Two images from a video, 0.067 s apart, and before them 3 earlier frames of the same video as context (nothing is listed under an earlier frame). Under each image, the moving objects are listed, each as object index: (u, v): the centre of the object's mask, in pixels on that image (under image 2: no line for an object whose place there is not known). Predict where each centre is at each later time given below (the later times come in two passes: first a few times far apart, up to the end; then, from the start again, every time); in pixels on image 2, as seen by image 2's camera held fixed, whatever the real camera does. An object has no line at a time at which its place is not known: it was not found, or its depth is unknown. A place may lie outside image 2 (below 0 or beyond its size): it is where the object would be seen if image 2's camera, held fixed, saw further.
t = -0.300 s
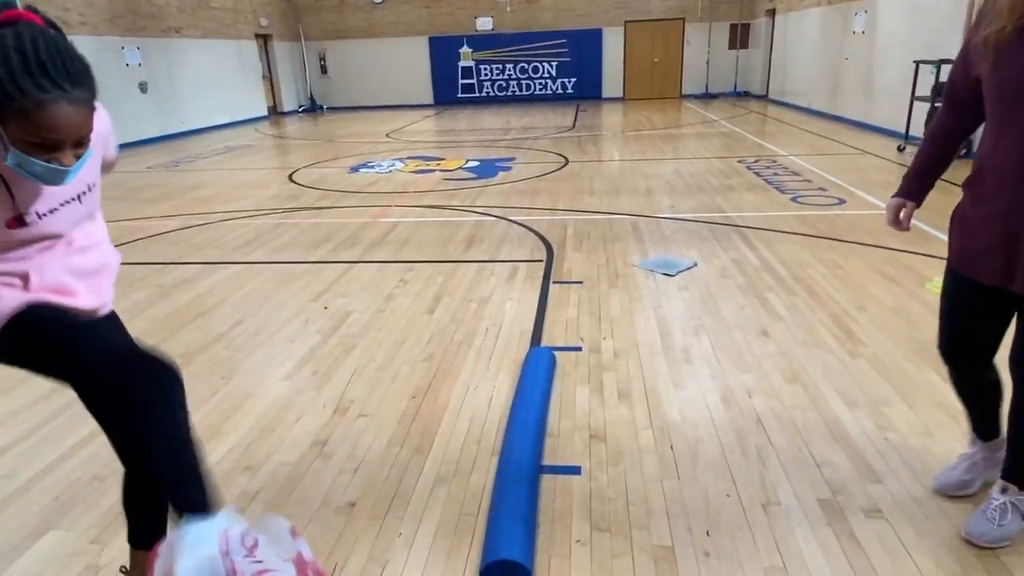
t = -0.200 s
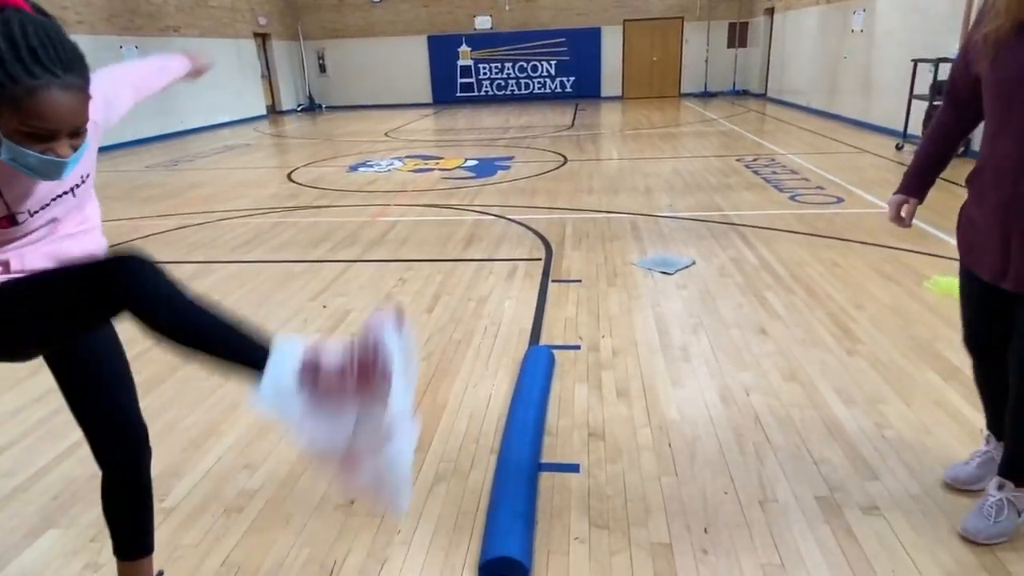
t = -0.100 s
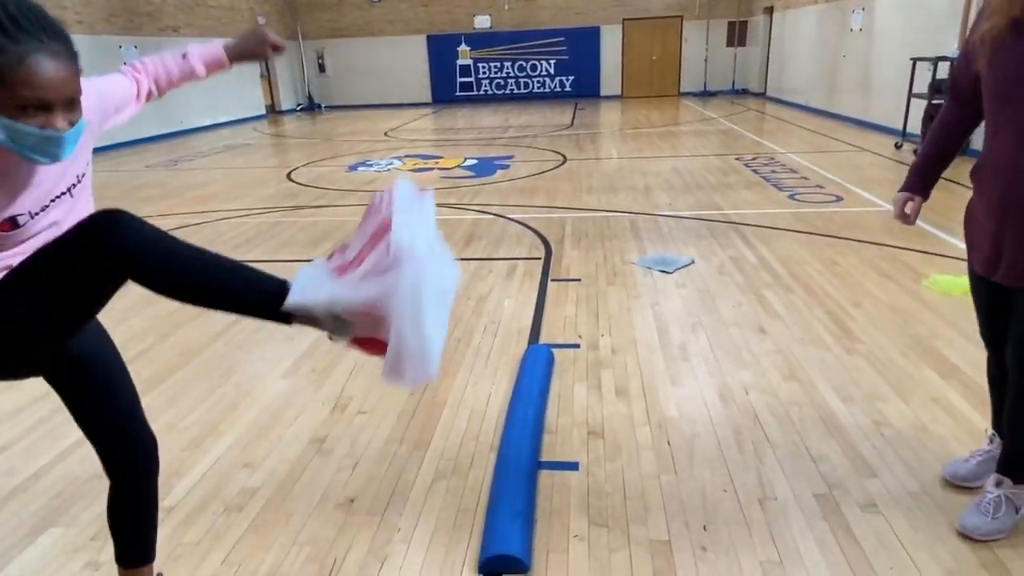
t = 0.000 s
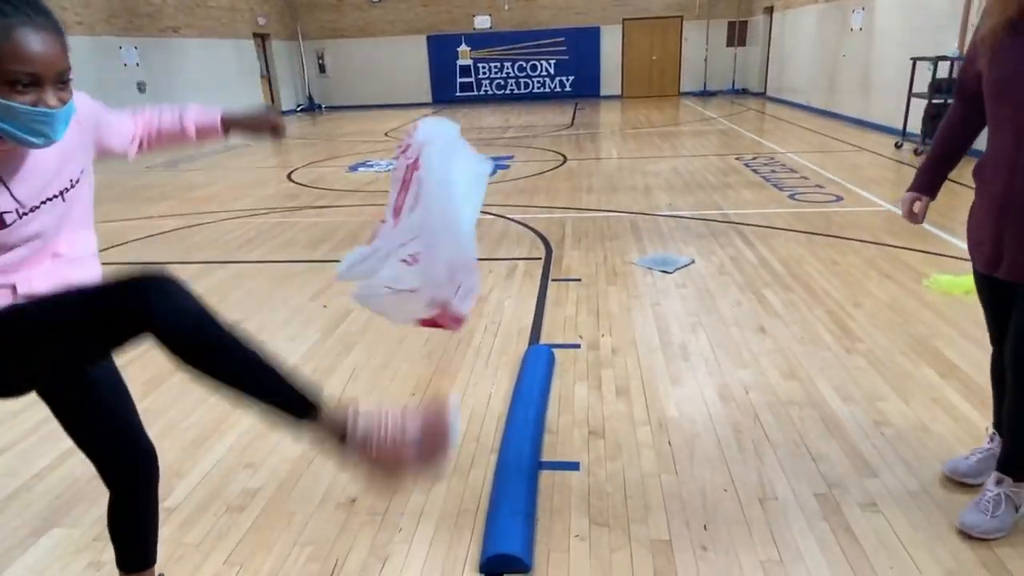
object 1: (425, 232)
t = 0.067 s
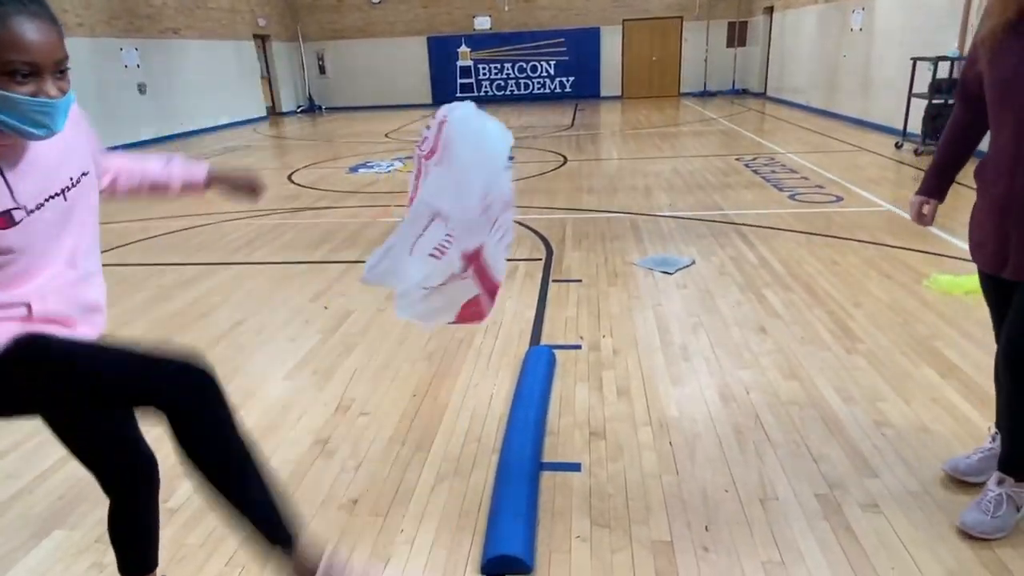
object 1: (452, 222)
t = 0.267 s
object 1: (483, 199)
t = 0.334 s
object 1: (485, 207)
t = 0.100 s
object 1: (462, 213)
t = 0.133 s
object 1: (469, 204)
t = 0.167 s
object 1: (474, 200)
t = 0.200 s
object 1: (478, 198)
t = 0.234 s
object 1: (481, 198)
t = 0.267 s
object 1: (483, 199)
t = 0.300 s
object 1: (483, 203)
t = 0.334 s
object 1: (485, 207)
